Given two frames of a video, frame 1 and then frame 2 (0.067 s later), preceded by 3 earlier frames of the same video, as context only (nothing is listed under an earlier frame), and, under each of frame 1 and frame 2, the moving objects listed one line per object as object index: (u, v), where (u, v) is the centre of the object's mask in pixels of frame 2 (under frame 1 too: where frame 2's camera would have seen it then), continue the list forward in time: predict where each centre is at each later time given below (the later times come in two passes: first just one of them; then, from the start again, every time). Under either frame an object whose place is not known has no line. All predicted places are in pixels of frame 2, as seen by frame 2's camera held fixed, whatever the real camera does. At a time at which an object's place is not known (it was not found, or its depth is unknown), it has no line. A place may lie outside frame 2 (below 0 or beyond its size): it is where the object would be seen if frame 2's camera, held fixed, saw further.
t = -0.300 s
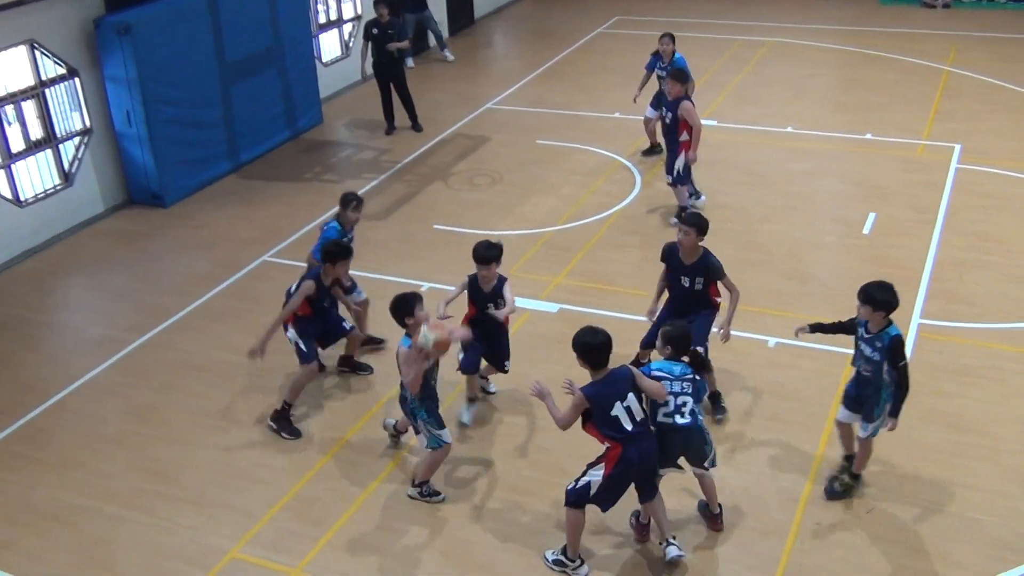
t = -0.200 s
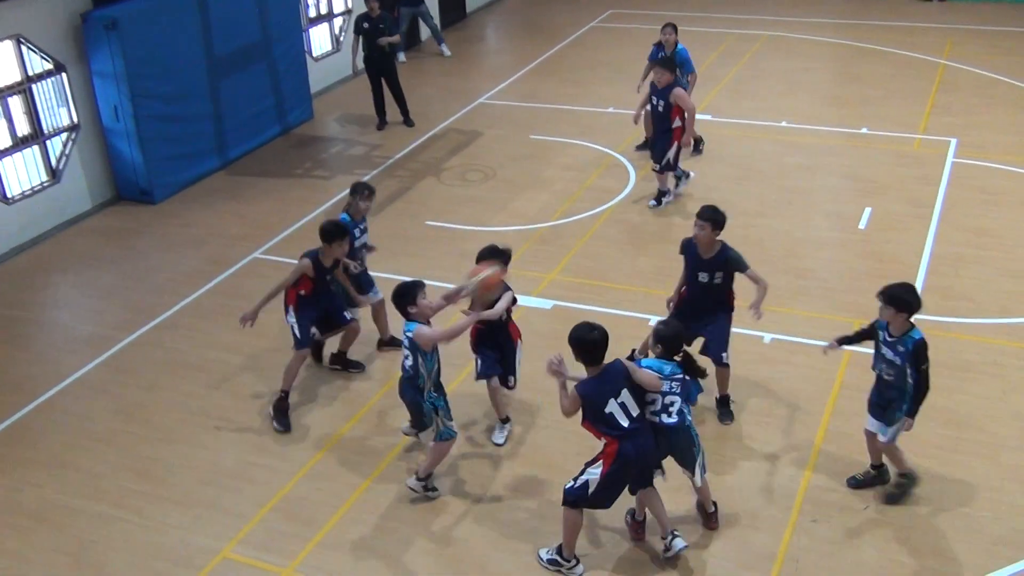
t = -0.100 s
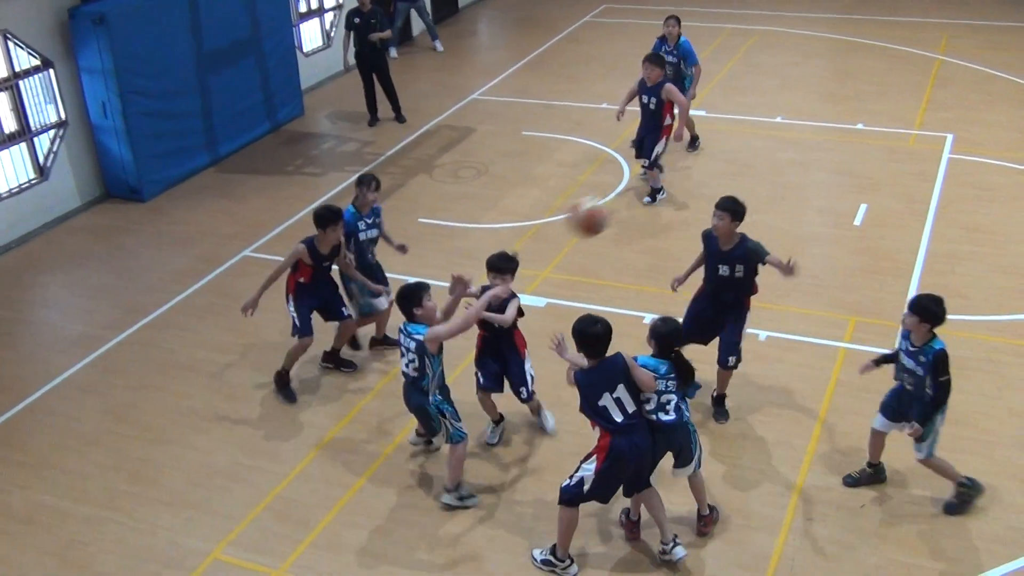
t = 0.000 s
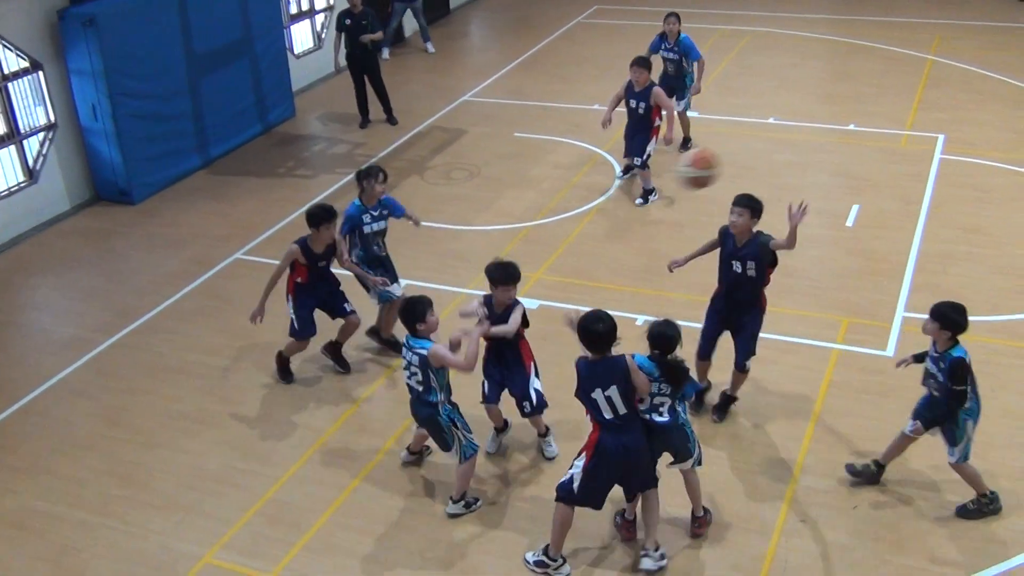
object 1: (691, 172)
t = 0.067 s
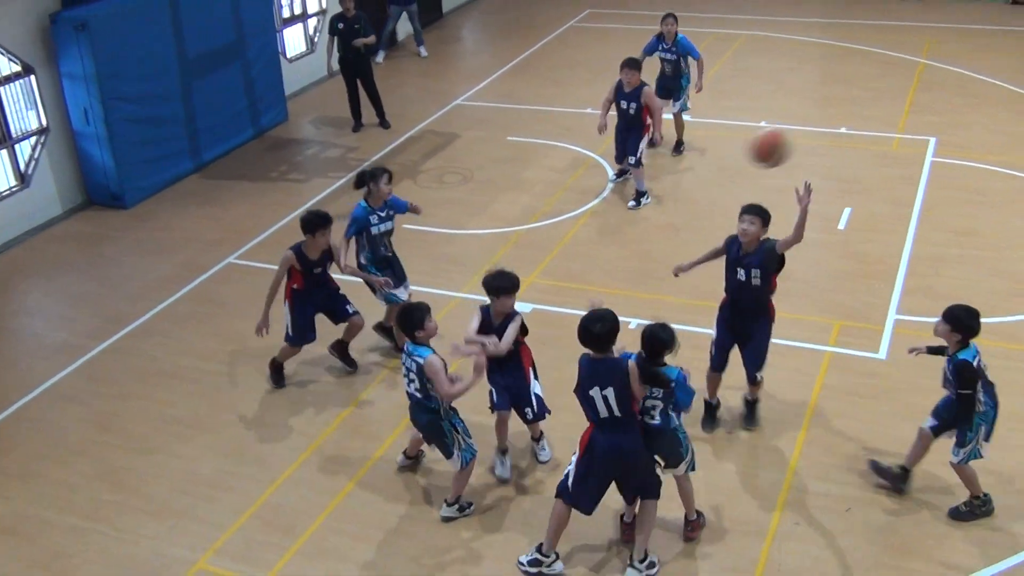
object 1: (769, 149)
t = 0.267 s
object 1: (1006, 119)
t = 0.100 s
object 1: (809, 138)
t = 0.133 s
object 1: (850, 129)
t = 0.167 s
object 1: (889, 124)
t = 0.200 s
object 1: (929, 120)
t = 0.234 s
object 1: (967, 119)
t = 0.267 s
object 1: (1006, 119)
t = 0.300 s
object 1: (1042, 122)
